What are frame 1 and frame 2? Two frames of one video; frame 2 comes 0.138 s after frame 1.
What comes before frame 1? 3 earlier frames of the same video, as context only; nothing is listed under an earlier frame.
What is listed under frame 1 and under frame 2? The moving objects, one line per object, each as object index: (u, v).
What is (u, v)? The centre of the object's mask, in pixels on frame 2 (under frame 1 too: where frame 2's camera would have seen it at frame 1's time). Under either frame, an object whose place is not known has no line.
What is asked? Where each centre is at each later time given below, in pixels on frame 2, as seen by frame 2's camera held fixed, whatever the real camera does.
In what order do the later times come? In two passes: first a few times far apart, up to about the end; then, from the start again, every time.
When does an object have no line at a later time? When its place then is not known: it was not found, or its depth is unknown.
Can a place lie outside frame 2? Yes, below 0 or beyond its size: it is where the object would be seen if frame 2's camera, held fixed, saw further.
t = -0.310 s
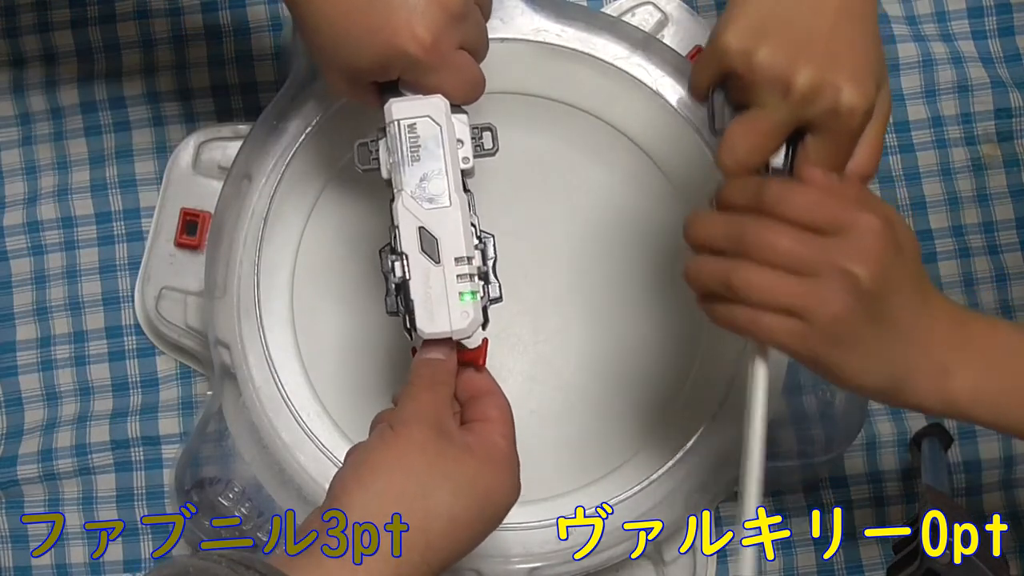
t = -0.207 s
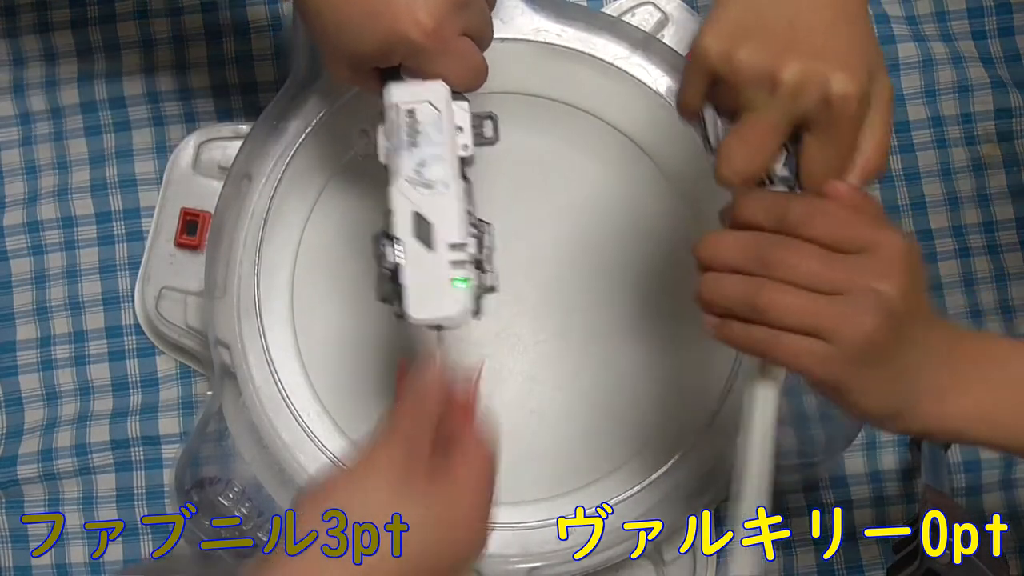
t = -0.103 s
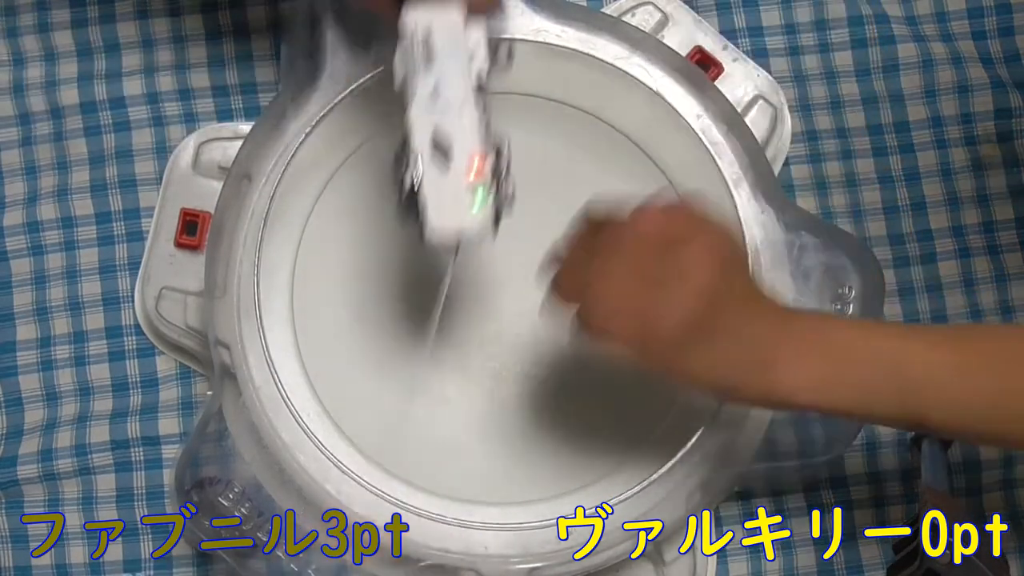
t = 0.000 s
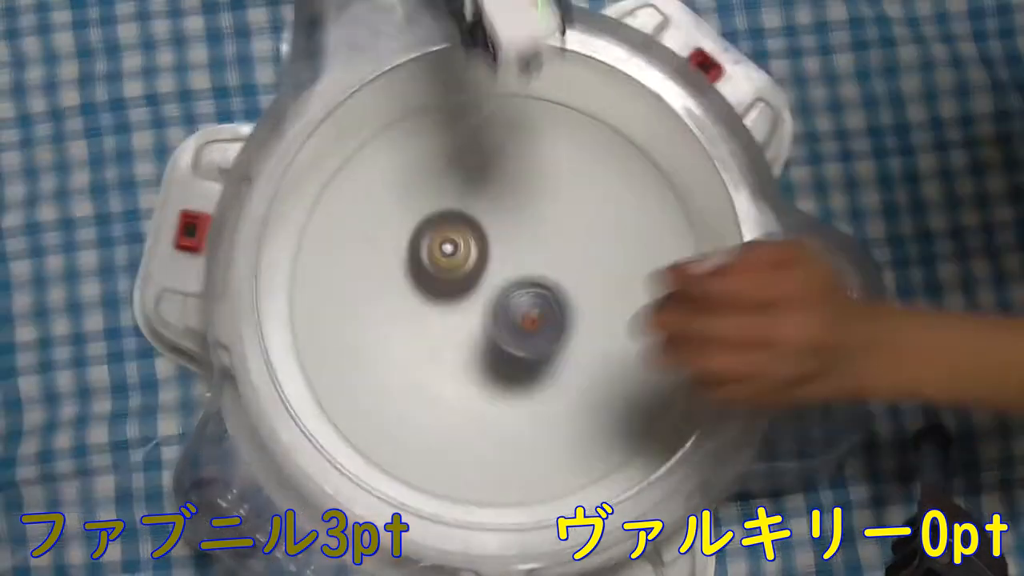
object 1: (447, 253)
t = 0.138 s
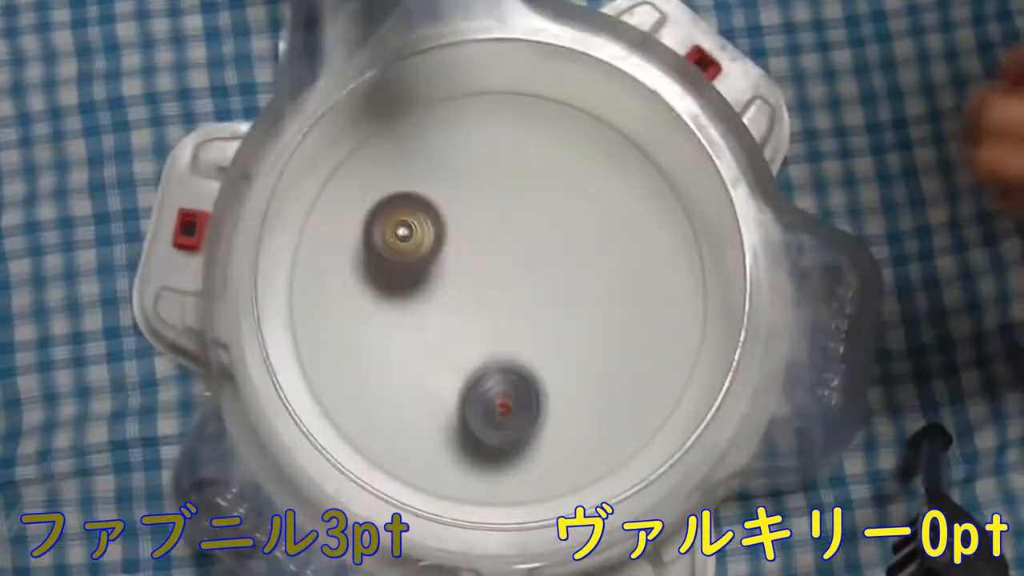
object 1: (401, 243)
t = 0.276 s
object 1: (388, 210)
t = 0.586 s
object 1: (513, 234)
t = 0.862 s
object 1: (520, 264)
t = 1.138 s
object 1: (487, 297)
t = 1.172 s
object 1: (481, 298)
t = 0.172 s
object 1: (382, 225)
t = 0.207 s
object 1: (380, 218)
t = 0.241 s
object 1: (382, 212)
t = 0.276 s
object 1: (388, 210)
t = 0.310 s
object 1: (400, 206)
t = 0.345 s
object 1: (414, 206)
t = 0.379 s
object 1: (429, 210)
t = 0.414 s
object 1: (447, 215)
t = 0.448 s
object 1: (467, 222)
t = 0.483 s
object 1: (487, 231)
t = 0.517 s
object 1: (506, 242)
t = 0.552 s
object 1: (512, 239)
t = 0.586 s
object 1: (513, 234)
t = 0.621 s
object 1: (513, 232)
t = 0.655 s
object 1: (515, 232)
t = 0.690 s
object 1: (517, 235)
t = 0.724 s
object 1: (519, 239)
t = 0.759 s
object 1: (520, 244)
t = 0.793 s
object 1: (521, 251)
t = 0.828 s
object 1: (521, 258)
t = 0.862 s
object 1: (520, 264)
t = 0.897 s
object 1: (518, 270)
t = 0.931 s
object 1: (515, 277)
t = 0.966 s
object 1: (513, 282)
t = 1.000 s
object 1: (508, 286)
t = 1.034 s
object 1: (504, 290)
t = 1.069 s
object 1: (499, 293)
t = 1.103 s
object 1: (493, 295)
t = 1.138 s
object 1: (487, 297)
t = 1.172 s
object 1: (481, 298)
